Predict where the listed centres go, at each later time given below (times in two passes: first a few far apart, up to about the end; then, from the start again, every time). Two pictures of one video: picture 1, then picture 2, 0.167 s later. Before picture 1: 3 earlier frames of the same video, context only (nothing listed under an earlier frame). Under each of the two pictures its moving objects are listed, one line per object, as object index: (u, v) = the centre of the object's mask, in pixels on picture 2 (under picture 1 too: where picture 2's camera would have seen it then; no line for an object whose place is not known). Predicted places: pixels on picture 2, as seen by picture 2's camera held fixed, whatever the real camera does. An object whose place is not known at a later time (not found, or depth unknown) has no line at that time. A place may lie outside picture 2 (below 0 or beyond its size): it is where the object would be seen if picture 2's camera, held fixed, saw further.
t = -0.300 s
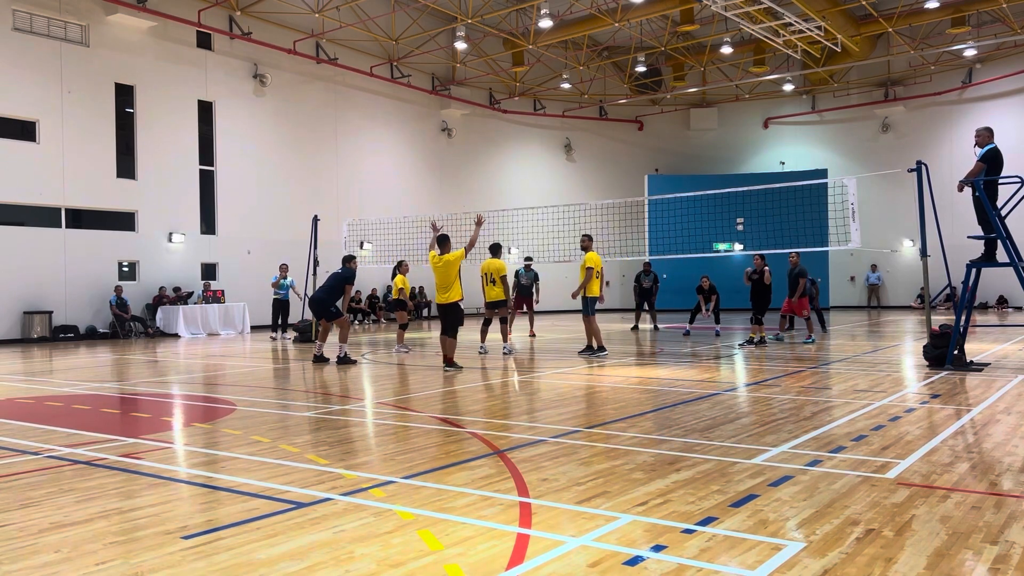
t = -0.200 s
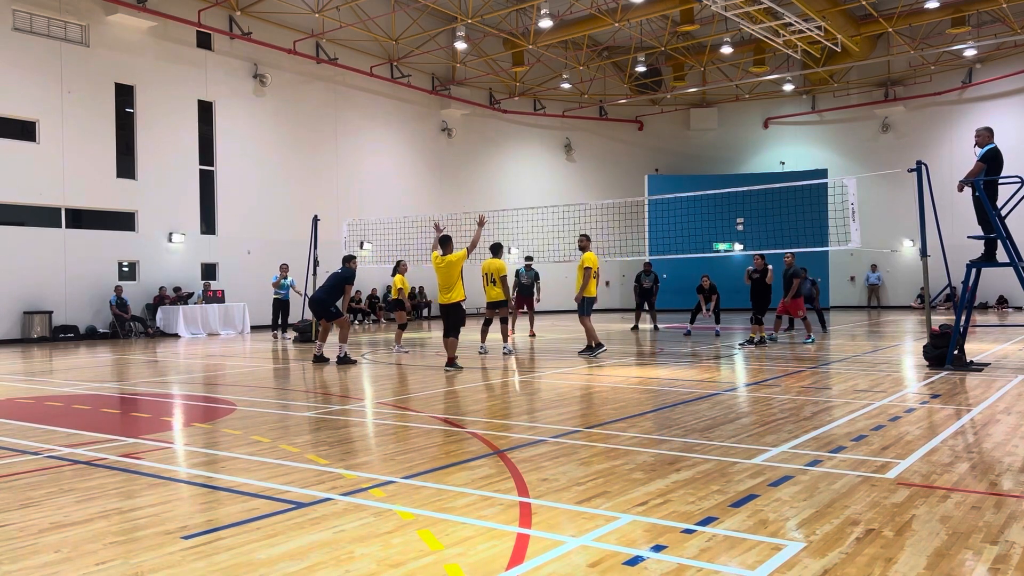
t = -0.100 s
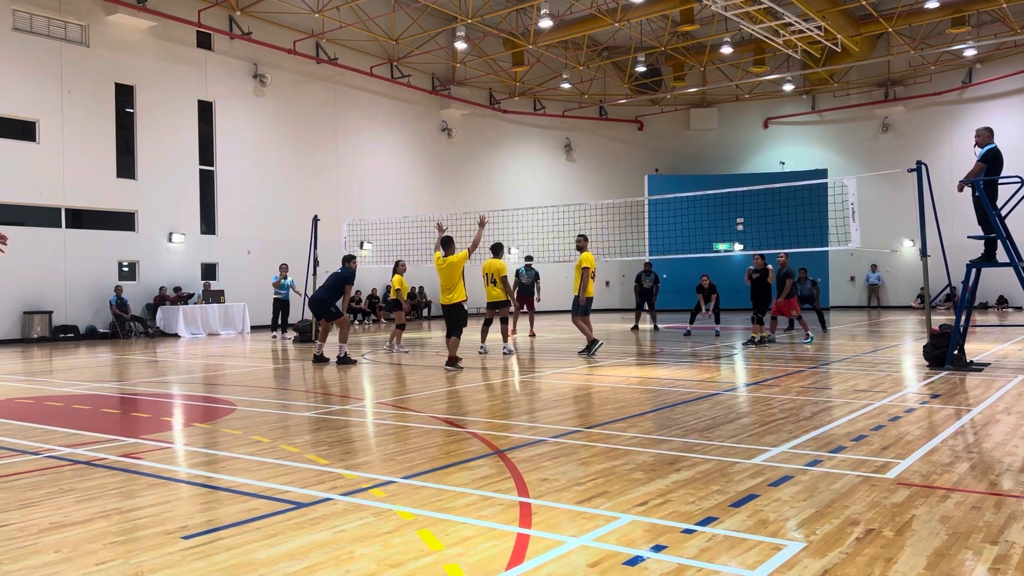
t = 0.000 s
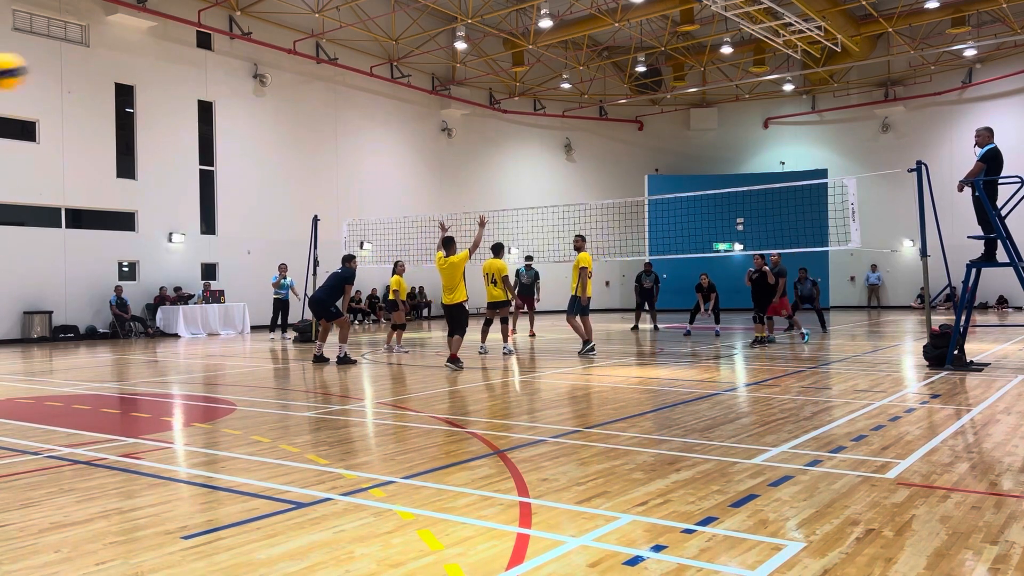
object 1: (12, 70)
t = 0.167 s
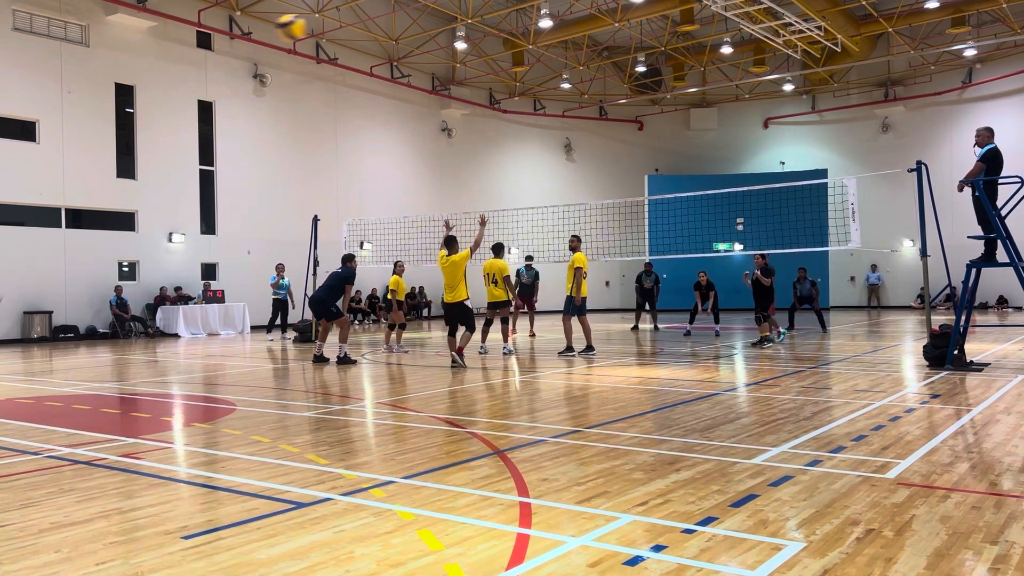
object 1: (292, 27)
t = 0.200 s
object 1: (328, 25)
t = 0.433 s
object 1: (505, 43)
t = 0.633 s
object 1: (590, 85)
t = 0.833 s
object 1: (649, 134)
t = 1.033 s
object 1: (691, 188)
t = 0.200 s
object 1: (328, 25)
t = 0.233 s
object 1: (364, 23)
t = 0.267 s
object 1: (395, 25)
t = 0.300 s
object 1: (422, 26)
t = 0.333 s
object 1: (445, 29)
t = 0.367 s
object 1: (465, 35)
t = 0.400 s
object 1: (487, 38)
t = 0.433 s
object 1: (505, 43)
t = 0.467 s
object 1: (521, 50)
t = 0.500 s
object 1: (537, 56)
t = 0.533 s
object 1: (551, 63)
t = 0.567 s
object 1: (565, 71)
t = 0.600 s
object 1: (578, 77)
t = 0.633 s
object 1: (590, 85)
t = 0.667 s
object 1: (601, 94)
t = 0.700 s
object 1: (611, 101)
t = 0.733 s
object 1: (622, 109)
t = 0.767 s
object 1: (632, 117)
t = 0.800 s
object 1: (640, 125)
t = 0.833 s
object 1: (649, 134)
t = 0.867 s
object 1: (656, 143)
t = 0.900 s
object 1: (664, 152)
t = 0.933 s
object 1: (671, 161)
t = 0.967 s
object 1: (678, 171)
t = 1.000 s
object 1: (685, 181)
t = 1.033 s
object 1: (691, 188)
